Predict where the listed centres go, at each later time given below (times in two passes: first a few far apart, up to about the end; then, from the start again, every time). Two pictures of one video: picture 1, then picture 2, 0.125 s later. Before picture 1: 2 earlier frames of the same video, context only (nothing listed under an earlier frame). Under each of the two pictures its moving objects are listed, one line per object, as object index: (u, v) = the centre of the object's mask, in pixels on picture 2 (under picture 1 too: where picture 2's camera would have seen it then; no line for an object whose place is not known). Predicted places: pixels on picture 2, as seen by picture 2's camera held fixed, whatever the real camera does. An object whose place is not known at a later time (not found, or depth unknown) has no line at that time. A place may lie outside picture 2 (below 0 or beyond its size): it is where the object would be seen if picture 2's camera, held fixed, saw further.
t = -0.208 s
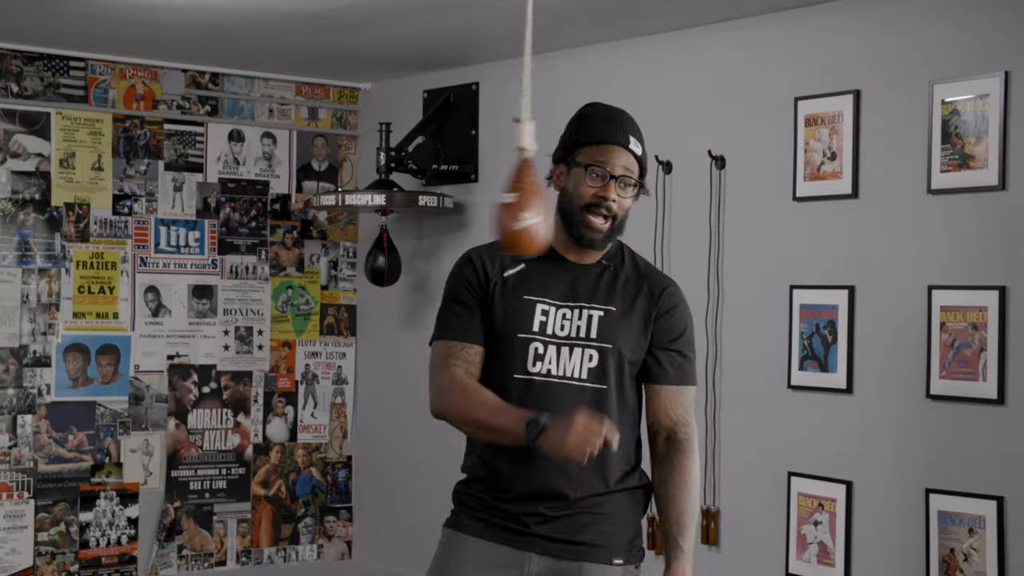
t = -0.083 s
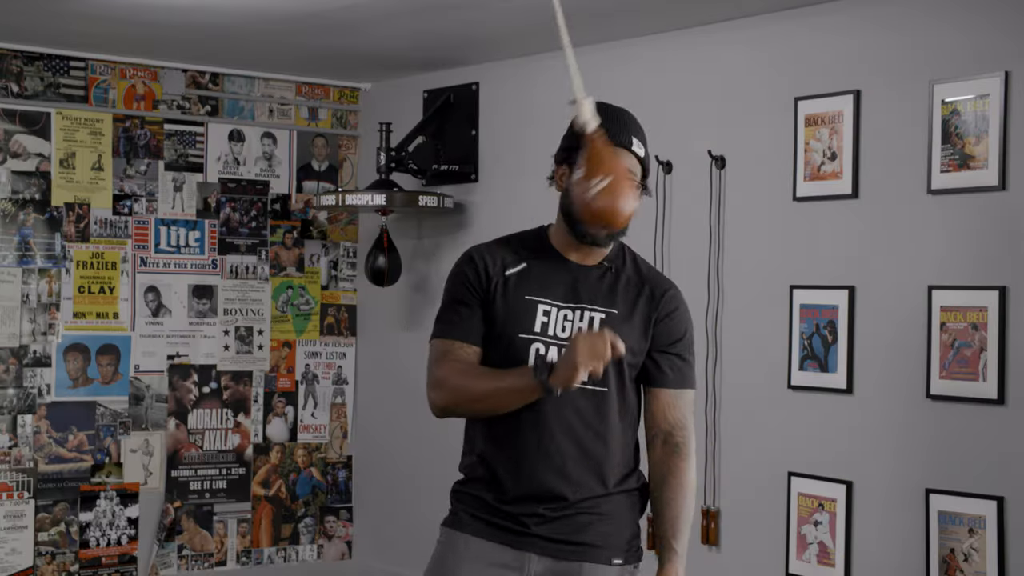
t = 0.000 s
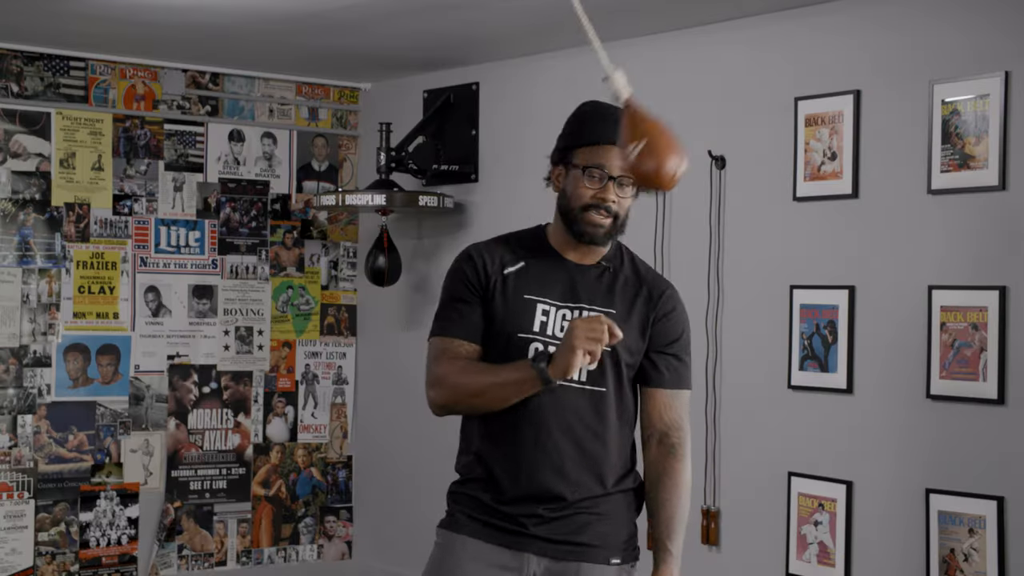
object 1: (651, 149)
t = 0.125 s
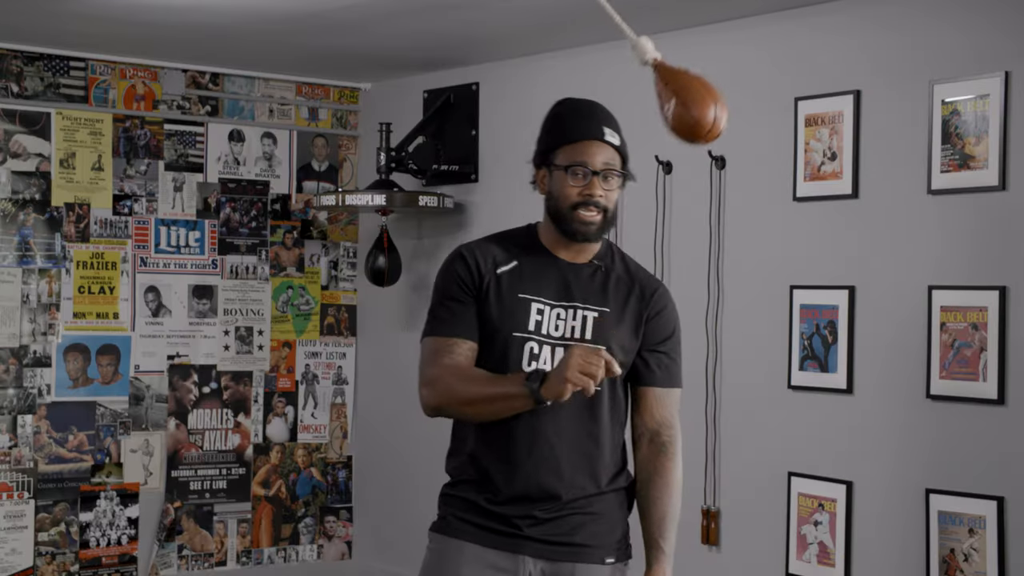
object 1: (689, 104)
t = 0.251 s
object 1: (694, 97)
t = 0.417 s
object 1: (654, 154)
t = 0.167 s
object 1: (695, 96)
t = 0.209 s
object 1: (697, 94)
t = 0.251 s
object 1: (694, 97)
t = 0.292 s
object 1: (689, 105)
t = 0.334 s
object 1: (682, 118)
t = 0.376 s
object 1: (671, 135)
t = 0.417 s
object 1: (654, 154)
